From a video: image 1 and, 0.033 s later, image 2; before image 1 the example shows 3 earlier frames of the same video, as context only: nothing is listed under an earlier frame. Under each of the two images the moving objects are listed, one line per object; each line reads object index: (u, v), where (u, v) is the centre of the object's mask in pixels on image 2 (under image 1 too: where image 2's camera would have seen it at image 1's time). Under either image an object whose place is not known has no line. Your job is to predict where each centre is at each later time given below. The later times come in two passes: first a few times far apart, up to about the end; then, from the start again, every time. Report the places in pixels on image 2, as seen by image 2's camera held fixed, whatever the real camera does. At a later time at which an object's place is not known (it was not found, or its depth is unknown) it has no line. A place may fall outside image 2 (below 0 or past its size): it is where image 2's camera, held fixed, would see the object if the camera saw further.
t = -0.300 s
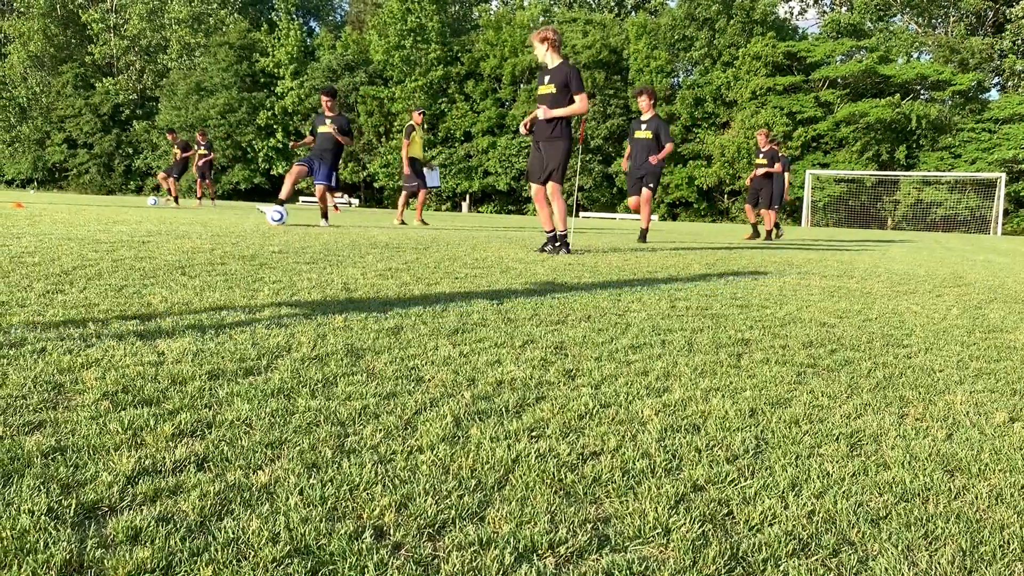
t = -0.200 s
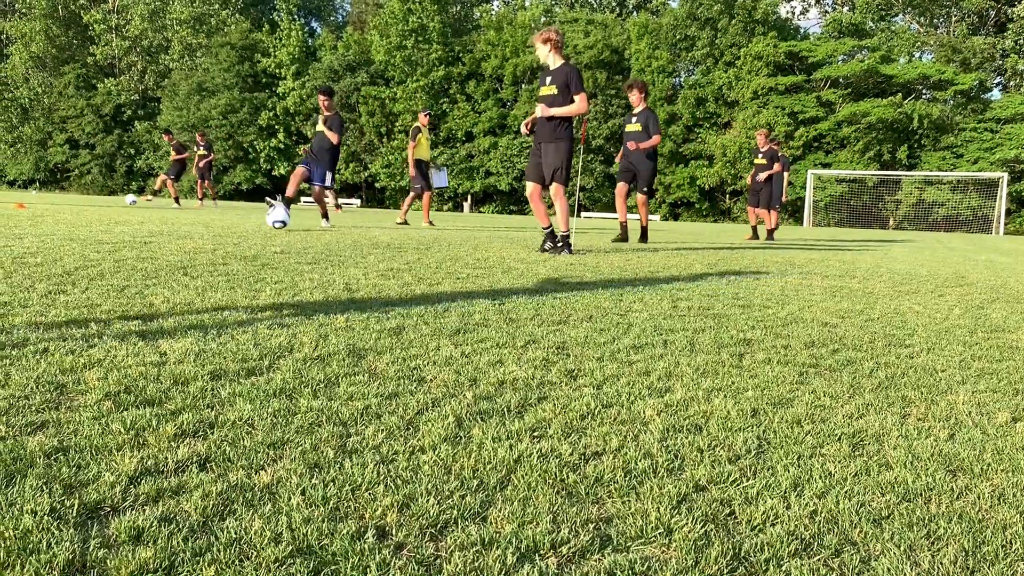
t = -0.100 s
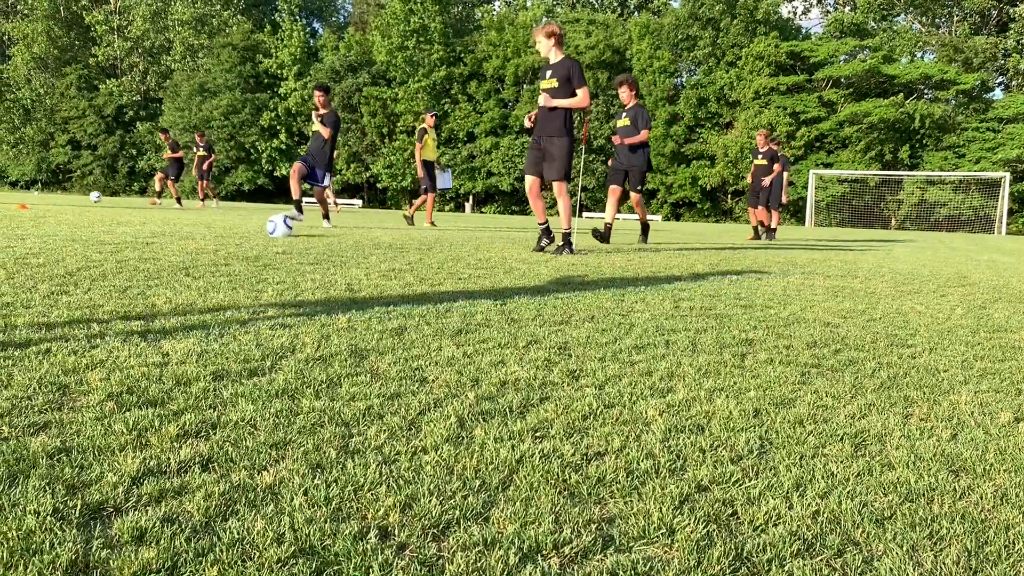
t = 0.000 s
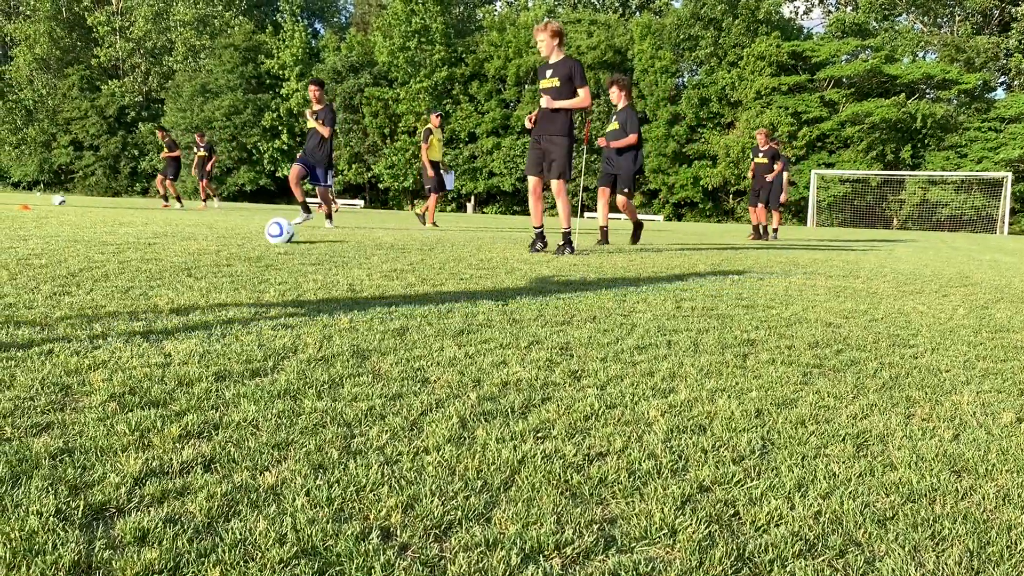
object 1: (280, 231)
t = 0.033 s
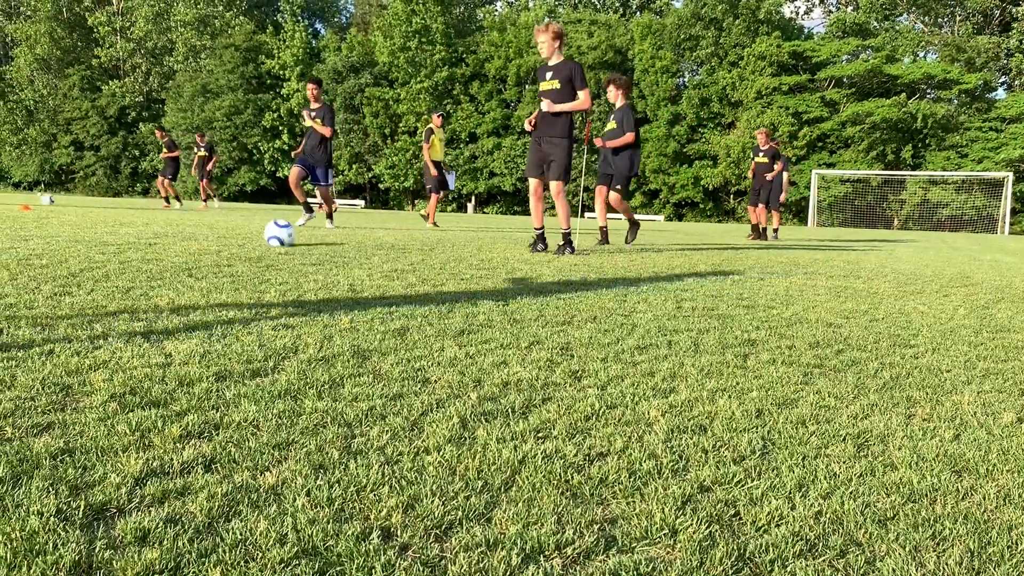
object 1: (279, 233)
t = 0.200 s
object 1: (273, 245)
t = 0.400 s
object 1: (264, 261)
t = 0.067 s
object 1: (278, 235)
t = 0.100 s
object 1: (277, 237)
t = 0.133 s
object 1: (276, 240)
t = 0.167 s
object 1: (274, 243)
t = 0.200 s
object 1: (273, 245)
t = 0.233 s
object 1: (272, 246)
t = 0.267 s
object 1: (271, 248)
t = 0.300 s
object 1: (269, 251)
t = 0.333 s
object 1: (268, 257)
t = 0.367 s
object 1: (265, 261)
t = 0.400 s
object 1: (264, 261)
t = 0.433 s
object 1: (262, 262)
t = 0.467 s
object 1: (260, 266)
